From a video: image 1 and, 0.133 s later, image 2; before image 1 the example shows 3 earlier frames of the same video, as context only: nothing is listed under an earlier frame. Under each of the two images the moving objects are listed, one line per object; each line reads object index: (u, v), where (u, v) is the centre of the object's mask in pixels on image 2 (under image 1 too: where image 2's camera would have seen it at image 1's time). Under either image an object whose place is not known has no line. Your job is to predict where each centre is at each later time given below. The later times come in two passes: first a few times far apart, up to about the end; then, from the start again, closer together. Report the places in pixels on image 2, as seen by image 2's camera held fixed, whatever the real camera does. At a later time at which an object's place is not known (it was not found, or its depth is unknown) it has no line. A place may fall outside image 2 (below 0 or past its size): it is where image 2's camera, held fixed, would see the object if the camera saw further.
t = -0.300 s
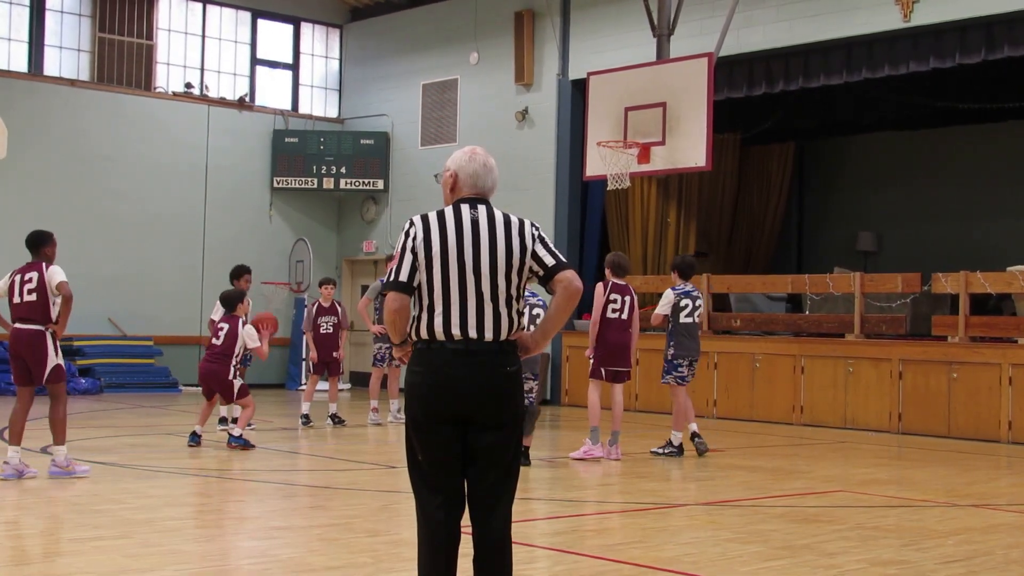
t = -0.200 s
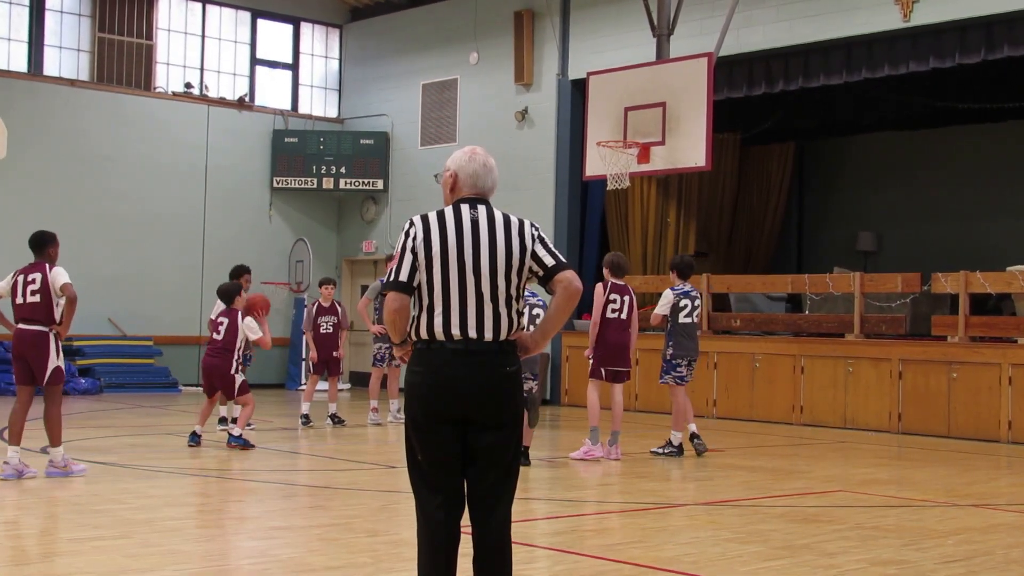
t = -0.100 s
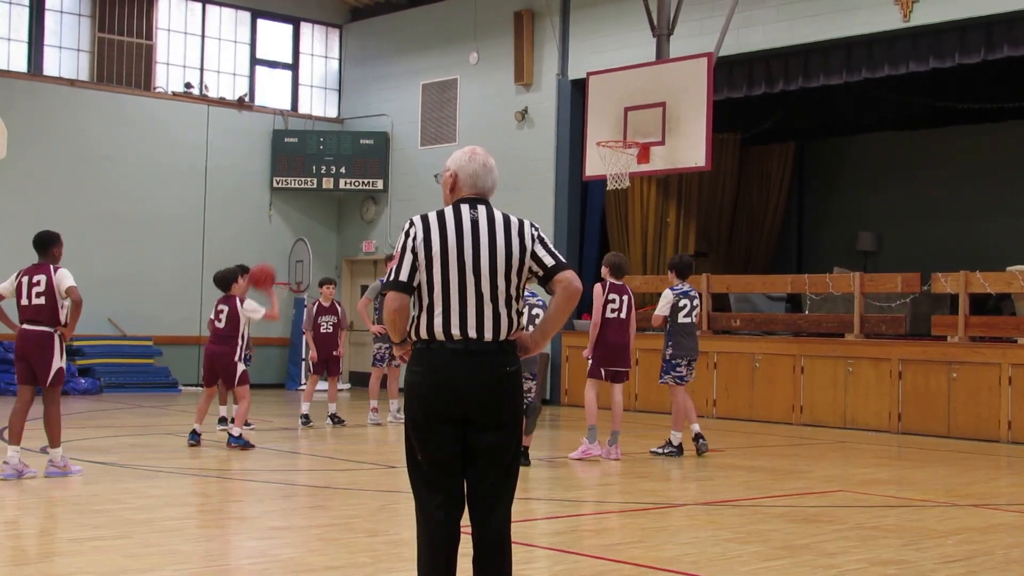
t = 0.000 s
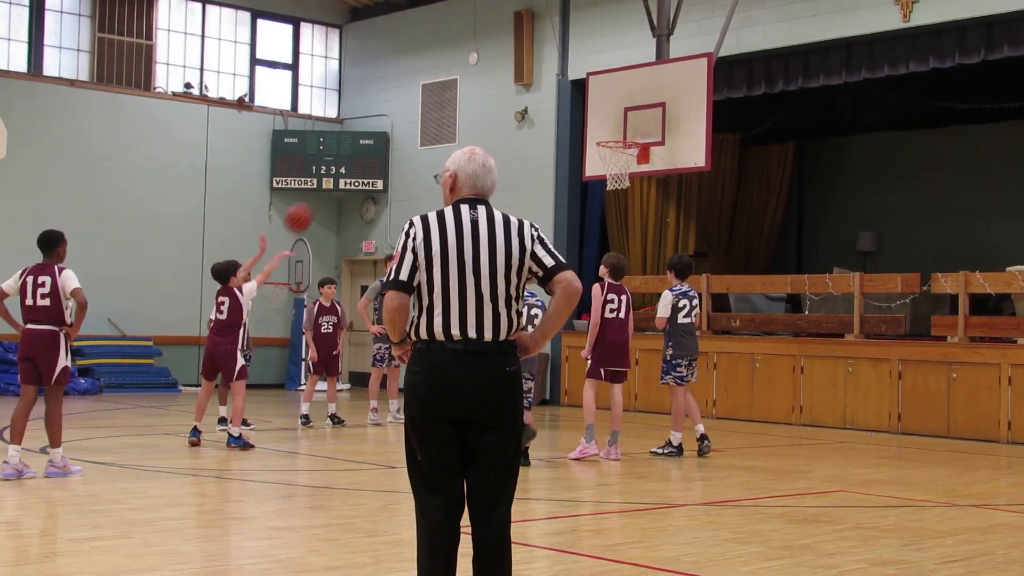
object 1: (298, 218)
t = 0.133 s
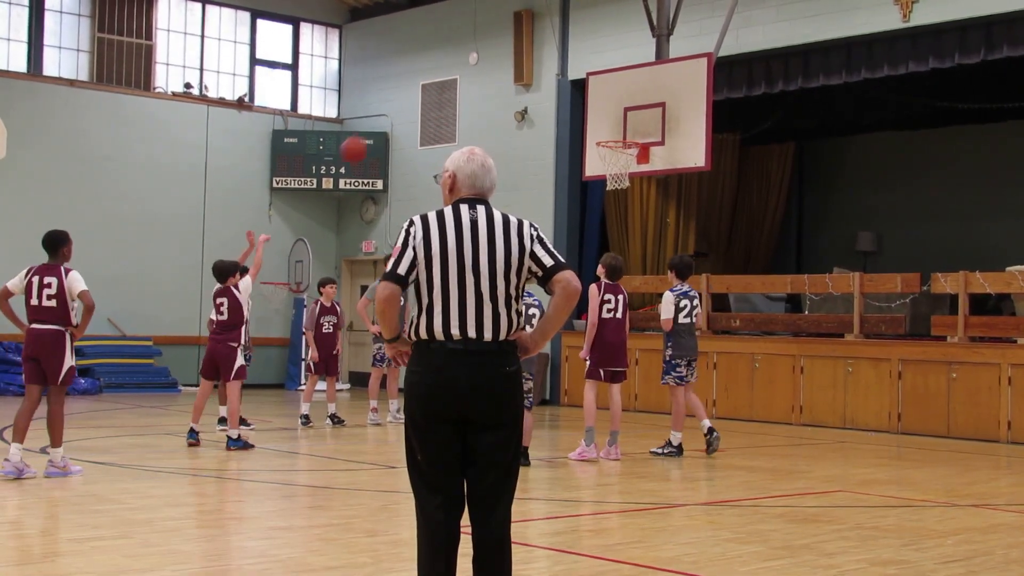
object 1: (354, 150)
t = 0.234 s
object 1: (394, 113)
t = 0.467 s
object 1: (476, 74)
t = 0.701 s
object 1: (550, 88)
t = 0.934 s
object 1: (599, 122)
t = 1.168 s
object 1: (589, 97)
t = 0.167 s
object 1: (366, 137)
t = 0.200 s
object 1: (381, 125)
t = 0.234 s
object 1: (394, 113)
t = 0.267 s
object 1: (405, 104)
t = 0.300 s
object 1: (418, 96)
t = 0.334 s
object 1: (430, 90)
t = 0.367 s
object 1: (442, 84)
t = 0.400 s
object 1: (453, 79)
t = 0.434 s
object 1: (465, 76)
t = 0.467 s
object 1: (476, 74)
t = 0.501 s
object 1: (487, 73)
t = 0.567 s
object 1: (509, 74)
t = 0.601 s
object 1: (519, 76)
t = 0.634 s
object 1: (530, 80)
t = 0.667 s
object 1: (540, 83)
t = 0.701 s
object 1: (550, 88)
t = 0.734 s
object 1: (560, 95)
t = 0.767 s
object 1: (569, 101)
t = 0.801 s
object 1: (578, 109)
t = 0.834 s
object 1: (588, 118)
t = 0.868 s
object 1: (597, 129)
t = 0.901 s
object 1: (600, 129)
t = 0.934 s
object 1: (599, 122)
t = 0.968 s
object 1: (598, 115)
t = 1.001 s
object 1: (597, 110)
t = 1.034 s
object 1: (595, 105)
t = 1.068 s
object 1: (594, 101)
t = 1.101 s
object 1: (593, 99)
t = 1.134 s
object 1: (591, 97)
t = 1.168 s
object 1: (589, 97)
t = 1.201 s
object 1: (588, 97)
